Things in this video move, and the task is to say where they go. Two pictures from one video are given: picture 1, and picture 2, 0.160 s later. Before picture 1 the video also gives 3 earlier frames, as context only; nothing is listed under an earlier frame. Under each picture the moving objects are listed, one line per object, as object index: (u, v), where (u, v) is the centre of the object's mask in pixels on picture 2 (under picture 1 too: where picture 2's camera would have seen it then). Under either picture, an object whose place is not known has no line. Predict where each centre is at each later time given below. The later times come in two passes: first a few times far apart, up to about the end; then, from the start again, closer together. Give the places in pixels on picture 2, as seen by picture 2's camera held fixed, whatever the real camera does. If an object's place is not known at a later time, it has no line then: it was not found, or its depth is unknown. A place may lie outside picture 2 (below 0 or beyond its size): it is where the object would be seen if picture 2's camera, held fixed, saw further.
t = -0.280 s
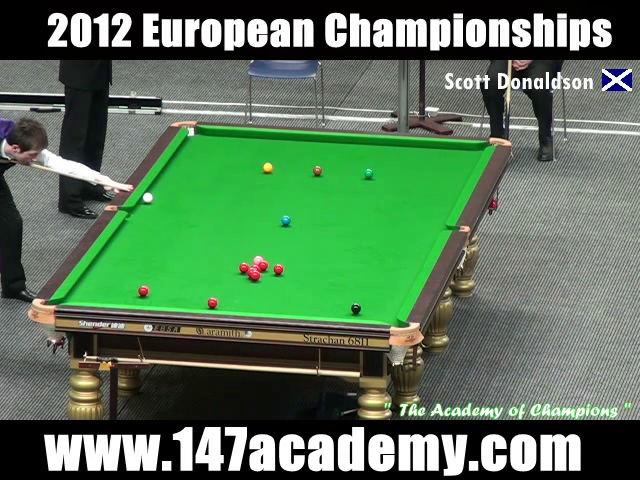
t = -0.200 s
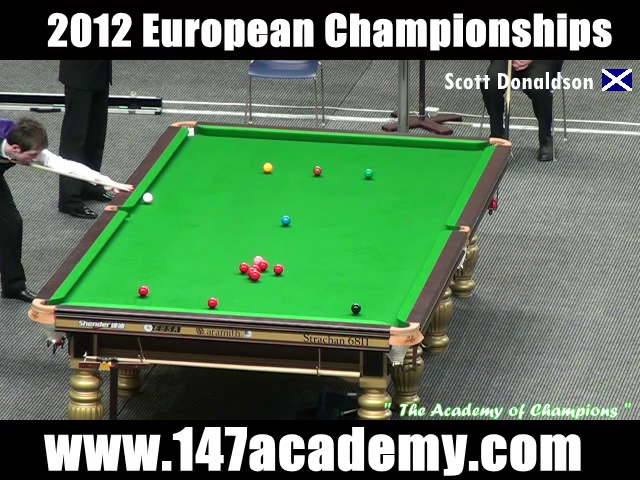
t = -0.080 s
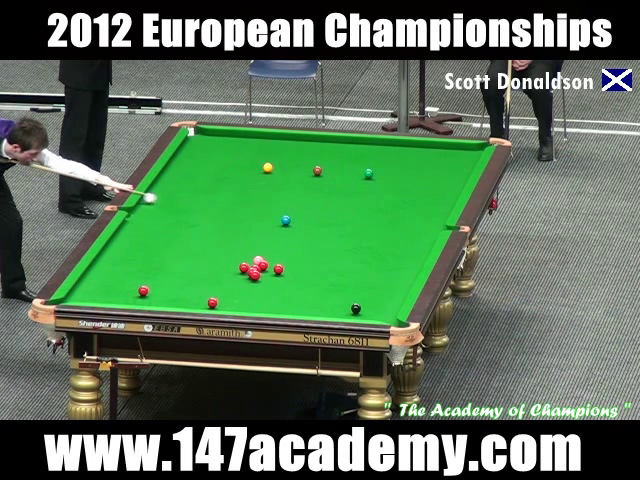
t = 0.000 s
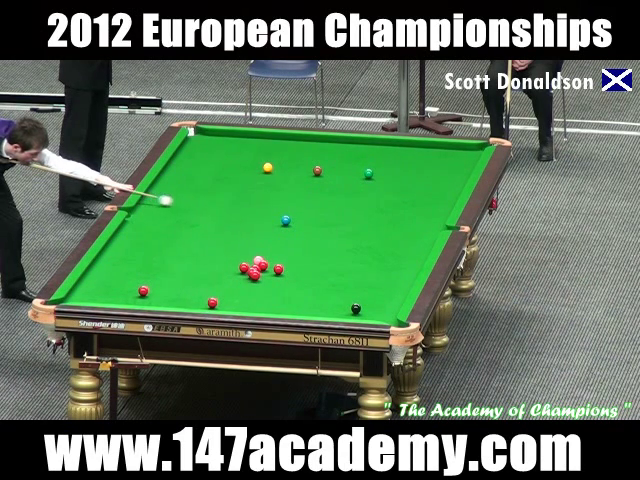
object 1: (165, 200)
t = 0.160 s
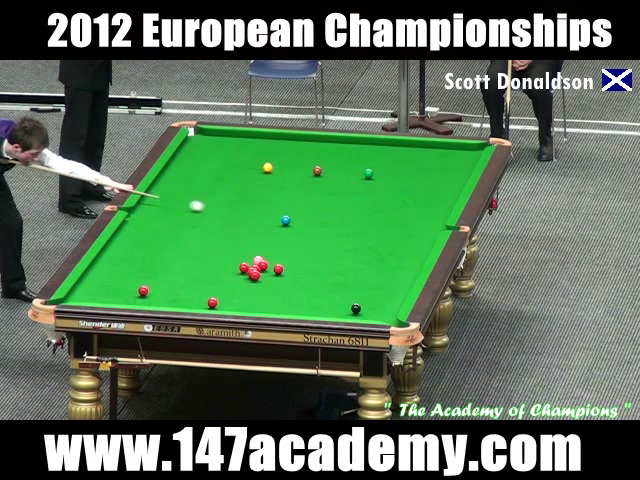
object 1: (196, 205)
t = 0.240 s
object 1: (212, 208)
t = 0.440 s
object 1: (250, 215)
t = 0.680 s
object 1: (278, 221)
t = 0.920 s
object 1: (286, 227)
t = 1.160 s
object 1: (295, 232)
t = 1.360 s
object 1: (301, 236)
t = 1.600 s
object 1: (309, 241)
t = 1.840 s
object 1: (316, 245)
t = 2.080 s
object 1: (323, 249)
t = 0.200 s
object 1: (204, 207)
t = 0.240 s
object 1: (212, 208)
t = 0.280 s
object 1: (220, 209)
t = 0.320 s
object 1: (227, 211)
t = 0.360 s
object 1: (235, 212)
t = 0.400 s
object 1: (242, 213)
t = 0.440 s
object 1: (250, 215)
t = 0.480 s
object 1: (258, 216)
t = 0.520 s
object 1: (265, 217)
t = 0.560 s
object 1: (273, 219)
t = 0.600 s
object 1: (276, 220)
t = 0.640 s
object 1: (277, 220)
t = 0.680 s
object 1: (278, 221)
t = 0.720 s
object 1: (279, 222)
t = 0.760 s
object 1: (281, 223)
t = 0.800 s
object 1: (282, 224)
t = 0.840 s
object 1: (284, 225)
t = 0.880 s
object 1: (285, 226)
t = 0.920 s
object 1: (286, 227)
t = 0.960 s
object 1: (288, 228)
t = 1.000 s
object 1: (289, 229)
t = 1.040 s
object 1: (291, 229)
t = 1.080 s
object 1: (292, 230)
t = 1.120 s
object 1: (293, 231)
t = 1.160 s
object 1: (295, 232)
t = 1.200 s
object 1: (296, 233)
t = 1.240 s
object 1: (298, 234)
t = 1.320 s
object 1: (300, 235)
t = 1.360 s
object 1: (301, 236)
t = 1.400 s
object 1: (303, 237)
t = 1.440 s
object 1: (304, 238)
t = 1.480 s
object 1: (305, 238)
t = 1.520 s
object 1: (307, 239)
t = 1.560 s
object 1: (308, 240)
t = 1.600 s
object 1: (309, 241)
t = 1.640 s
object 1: (310, 241)
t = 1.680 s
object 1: (311, 242)
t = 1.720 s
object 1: (313, 243)
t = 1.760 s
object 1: (314, 244)
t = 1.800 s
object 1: (315, 244)
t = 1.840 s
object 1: (316, 245)
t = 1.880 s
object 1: (317, 246)
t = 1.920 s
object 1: (318, 246)
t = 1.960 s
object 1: (320, 247)
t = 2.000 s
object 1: (321, 248)
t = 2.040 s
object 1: (322, 249)
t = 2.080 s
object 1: (323, 249)
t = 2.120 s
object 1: (324, 250)
